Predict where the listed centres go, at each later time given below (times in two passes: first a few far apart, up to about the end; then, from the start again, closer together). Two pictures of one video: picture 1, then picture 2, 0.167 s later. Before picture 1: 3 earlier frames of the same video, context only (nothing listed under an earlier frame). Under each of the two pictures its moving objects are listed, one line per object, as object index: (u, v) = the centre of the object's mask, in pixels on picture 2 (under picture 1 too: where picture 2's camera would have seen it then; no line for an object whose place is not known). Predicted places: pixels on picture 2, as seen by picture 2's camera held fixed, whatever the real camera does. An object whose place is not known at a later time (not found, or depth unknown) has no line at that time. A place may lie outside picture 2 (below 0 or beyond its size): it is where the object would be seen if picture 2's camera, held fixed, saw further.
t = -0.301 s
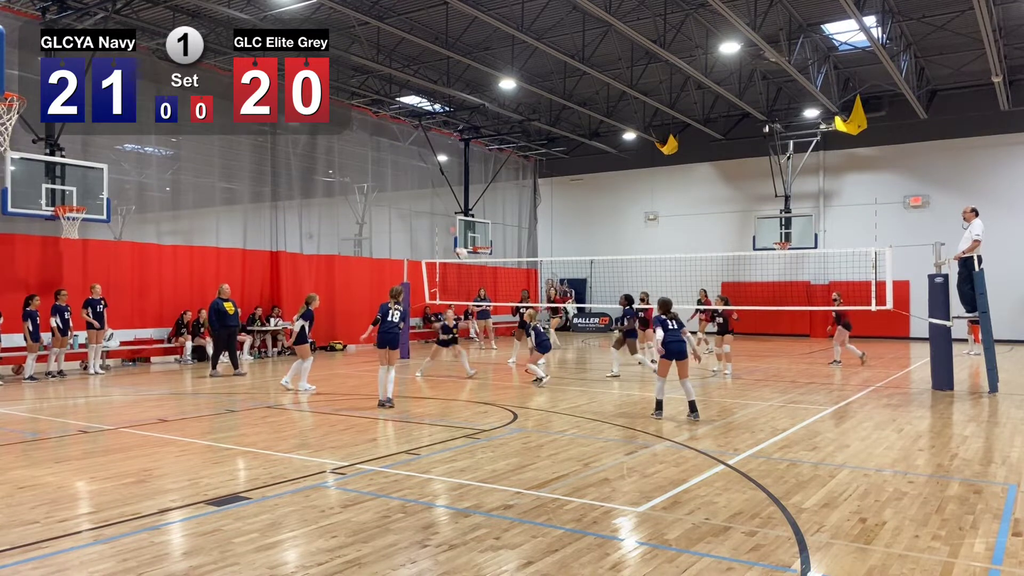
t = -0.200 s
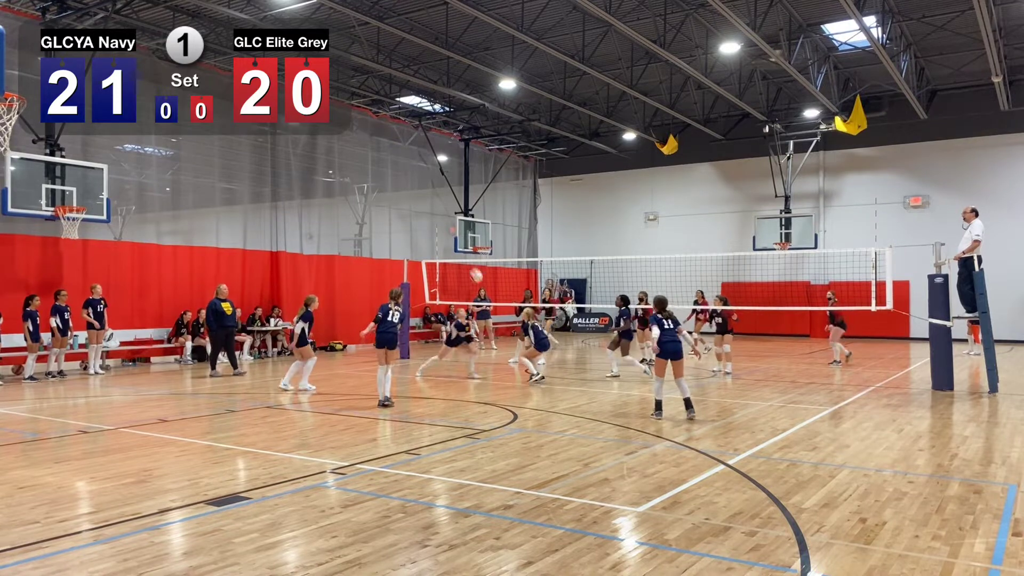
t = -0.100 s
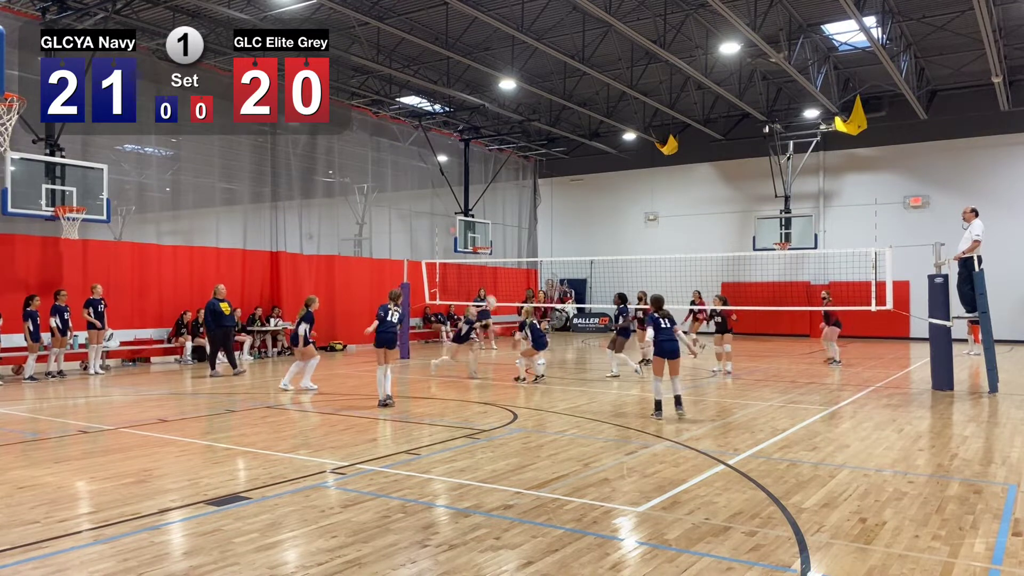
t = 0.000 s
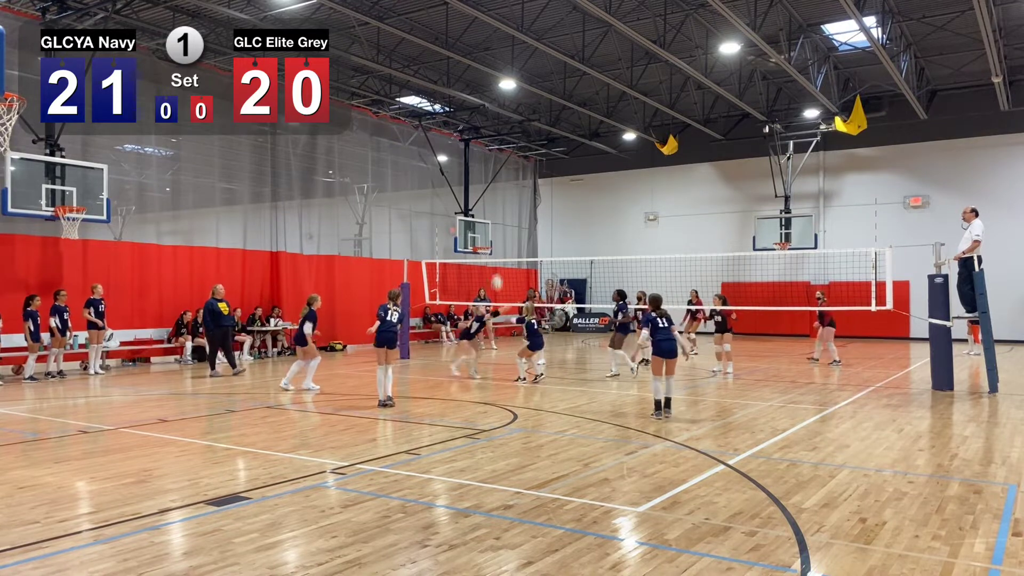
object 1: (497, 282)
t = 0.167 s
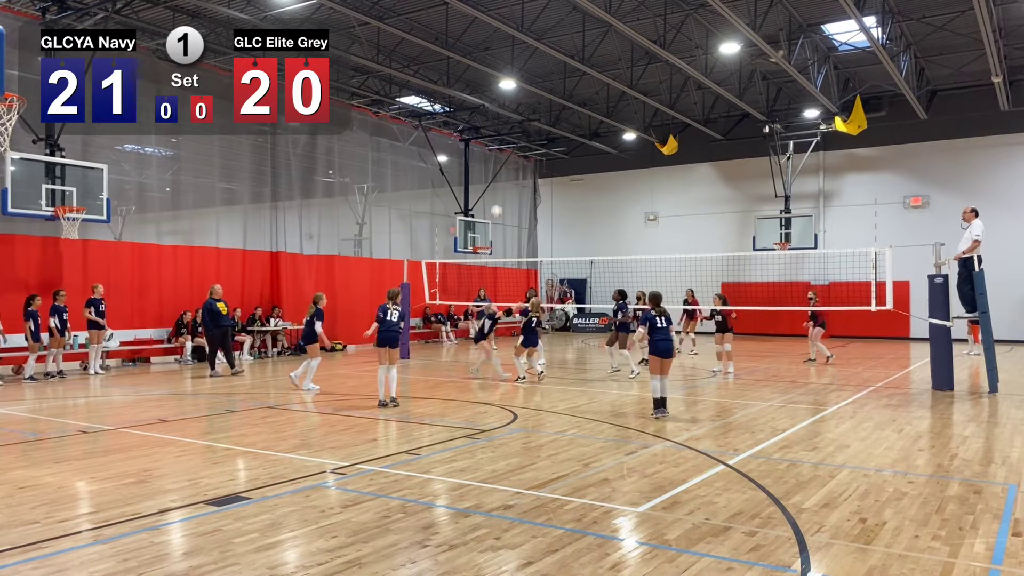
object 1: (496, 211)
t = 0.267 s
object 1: (497, 179)
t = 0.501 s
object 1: (498, 126)
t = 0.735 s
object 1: (498, 105)
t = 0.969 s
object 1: (499, 114)
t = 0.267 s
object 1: (497, 179)
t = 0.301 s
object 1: (497, 170)
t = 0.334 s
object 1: (497, 161)
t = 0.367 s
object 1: (497, 153)
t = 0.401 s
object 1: (497, 145)
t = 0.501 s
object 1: (498, 126)
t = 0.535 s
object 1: (498, 121)
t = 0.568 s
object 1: (498, 117)
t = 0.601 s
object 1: (498, 113)
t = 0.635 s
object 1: (498, 110)
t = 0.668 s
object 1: (498, 108)
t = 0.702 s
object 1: (498, 106)
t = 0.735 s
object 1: (498, 105)
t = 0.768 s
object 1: (498, 104)
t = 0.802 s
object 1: (498, 105)
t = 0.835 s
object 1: (498, 105)
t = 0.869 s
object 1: (498, 107)
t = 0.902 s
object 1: (498, 108)
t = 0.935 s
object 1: (499, 111)
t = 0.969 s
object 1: (499, 114)
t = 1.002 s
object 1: (499, 118)
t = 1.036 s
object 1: (499, 123)
